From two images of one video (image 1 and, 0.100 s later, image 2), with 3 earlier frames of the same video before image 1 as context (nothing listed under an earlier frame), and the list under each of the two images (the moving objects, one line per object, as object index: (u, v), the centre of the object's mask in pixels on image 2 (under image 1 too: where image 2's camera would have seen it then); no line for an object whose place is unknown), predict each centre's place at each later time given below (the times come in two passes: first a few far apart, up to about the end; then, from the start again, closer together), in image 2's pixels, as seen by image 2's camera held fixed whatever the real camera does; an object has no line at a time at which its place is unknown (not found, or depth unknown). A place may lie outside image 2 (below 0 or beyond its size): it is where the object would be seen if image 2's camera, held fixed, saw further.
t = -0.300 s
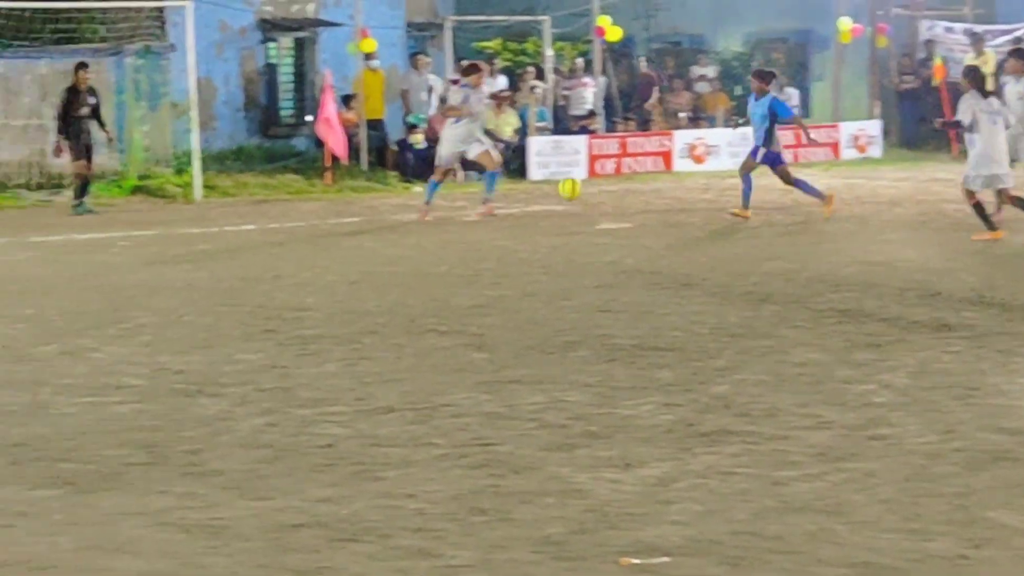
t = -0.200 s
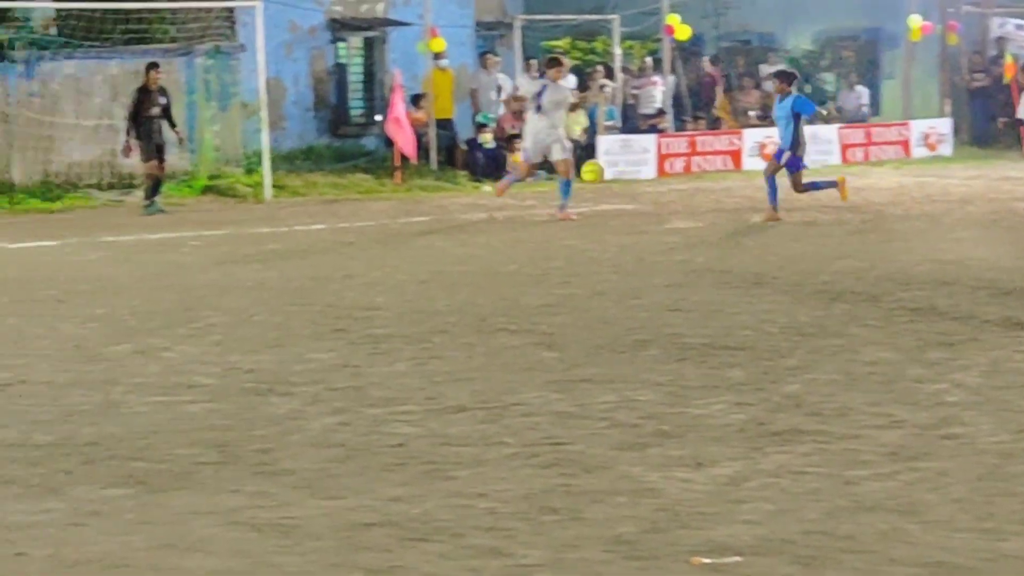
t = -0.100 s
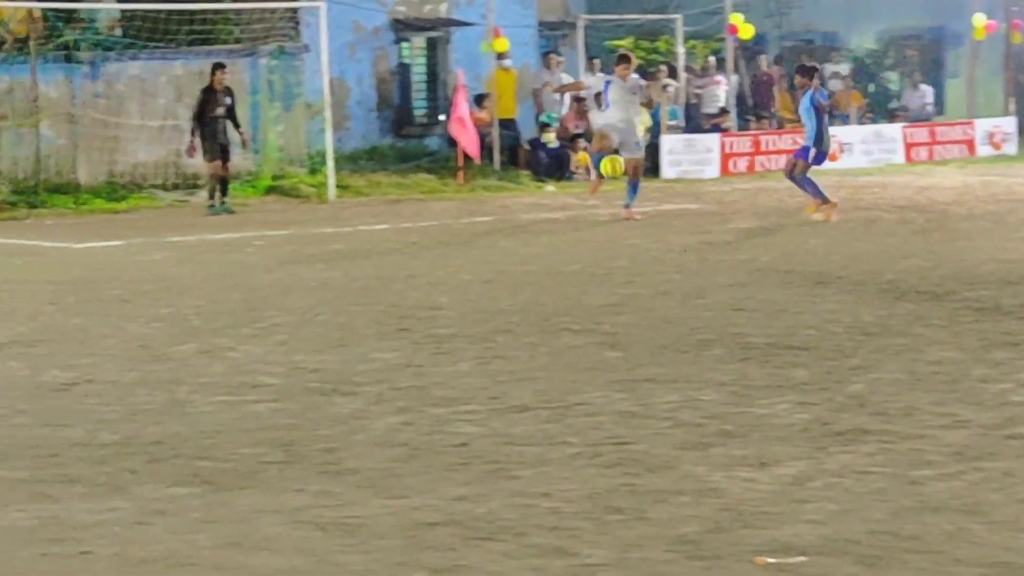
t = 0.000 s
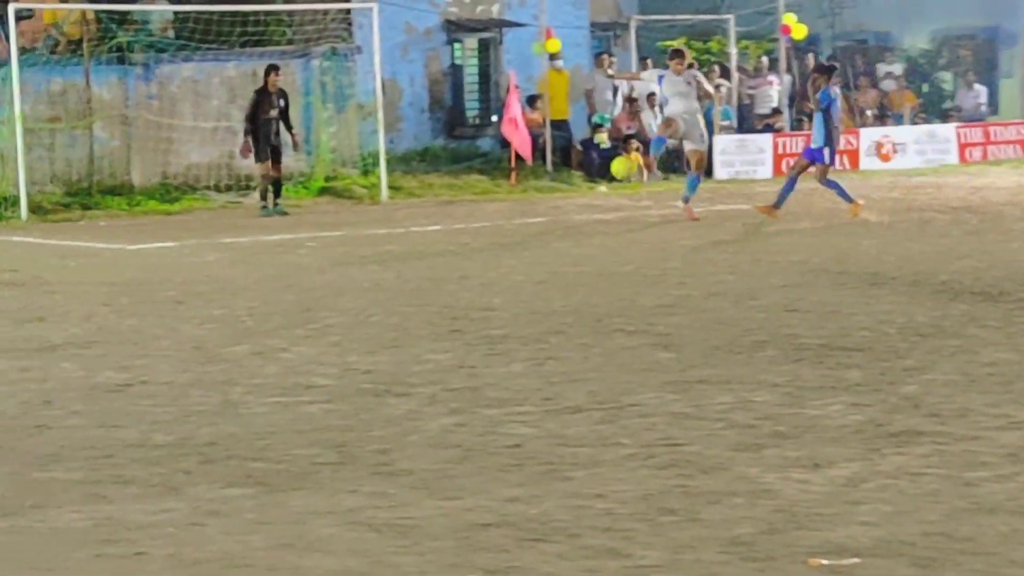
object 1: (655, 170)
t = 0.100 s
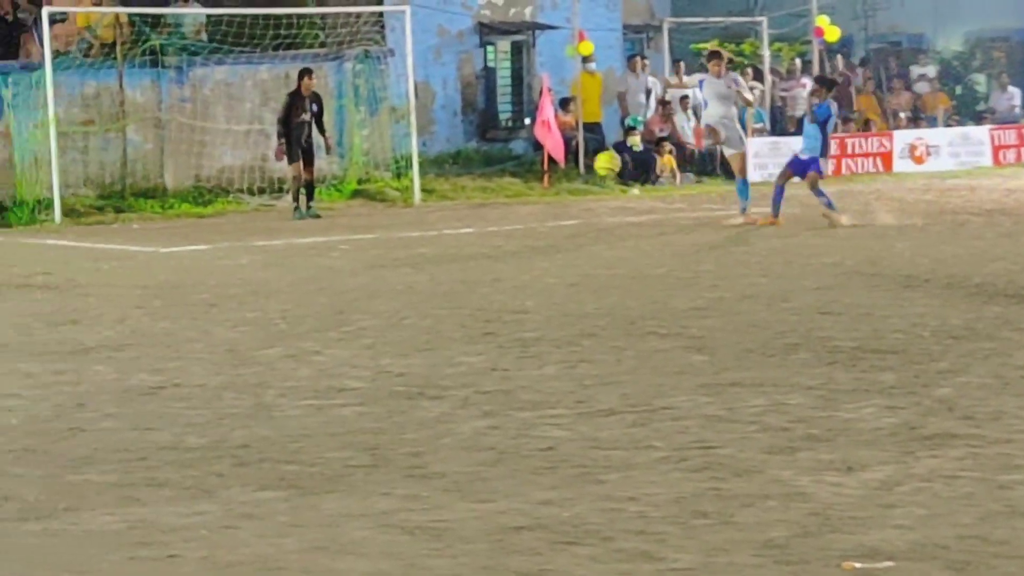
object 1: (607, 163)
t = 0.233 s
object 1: (536, 174)
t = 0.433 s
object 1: (418, 236)
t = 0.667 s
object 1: (287, 200)
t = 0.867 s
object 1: (169, 202)
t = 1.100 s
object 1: (21, 285)
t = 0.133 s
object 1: (590, 164)
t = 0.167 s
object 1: (572, 166)
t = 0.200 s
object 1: (555, 169)
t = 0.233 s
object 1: (536, 174)
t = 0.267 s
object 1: (518, 179)
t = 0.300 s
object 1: (499, 187)
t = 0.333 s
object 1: (479, 197)
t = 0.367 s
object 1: (459, 208)
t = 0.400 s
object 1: (439, 221)
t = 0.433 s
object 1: (418, 236)
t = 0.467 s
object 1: (397, 251)
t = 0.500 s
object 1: (380, 242)
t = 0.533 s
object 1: (361, 229)
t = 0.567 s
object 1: (344, 221)
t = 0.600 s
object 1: (326, 213)
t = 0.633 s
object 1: (306, 205)
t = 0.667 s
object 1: (287, 200)
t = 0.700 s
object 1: (268, 197)
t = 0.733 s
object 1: (250, 195)
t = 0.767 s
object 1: (230, 195)
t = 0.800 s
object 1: (211, 196)
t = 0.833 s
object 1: (190, 198)
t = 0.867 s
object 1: (169, 202)
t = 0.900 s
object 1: (150, 209)
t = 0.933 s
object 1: (128, 216)
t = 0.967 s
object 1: (107, 227)
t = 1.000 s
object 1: (86, 238)
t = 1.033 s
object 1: (63, 252)
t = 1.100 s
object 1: (21, 285)
